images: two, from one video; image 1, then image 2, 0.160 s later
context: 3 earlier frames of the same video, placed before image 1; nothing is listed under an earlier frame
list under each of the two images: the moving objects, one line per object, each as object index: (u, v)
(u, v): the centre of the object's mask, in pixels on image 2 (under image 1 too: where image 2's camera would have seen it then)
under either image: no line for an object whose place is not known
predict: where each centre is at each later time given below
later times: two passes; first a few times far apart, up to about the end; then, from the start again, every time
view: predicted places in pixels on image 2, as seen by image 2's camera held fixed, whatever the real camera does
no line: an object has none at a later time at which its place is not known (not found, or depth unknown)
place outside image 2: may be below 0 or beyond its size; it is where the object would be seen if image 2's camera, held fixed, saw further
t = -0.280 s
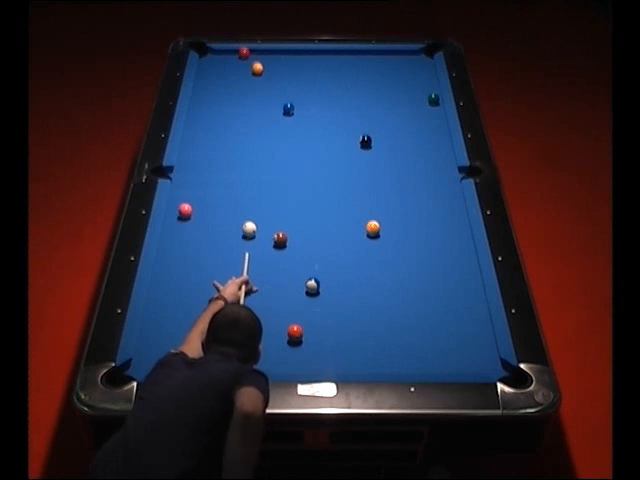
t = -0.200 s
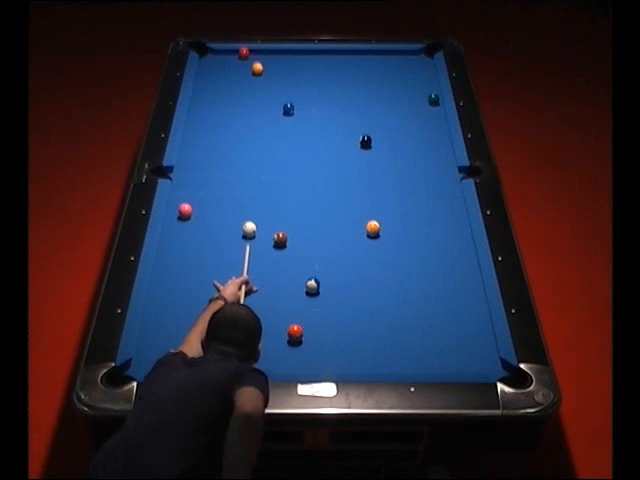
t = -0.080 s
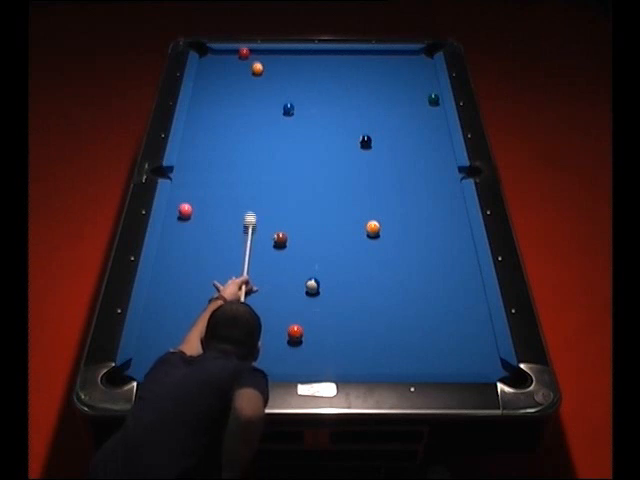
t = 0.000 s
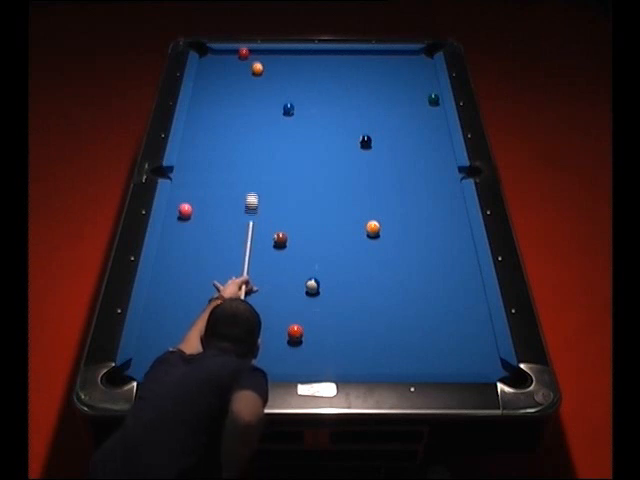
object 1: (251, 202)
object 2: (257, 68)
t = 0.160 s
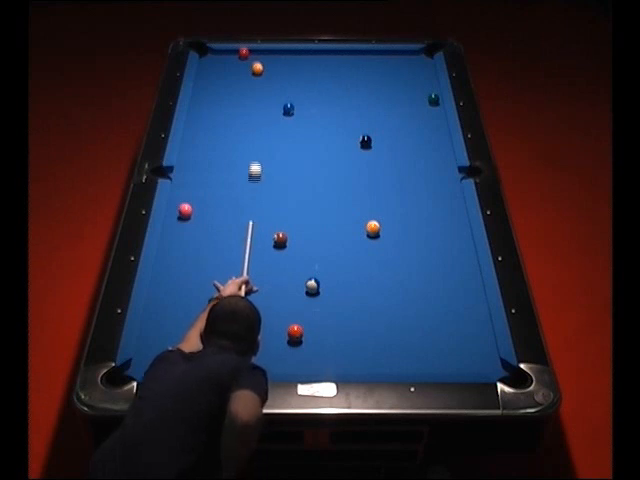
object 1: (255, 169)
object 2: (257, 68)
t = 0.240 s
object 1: (256, 155)
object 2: (257, 68)
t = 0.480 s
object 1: (260, 117)
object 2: (257, 68)
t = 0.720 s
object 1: (264, 83)
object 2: (257, 68)
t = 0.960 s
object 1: (282, 61)
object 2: (242, 62)
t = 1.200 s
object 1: (302, 56)
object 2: (223, 53)
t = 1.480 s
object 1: (322, 68)
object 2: (206, 55)
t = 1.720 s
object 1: (339, 77)
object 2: (208, 59)
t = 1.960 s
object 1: (357, 87)
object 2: (213, 62)
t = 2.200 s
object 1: (373, 96)
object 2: (219, 65)
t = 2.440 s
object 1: (390, 106)
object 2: (224, 68)
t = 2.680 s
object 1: (407, 116)
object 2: (228, 70)
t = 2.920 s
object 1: (424, 125)
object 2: (232, 73)
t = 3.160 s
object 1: (440, 135)
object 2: (235, 74)
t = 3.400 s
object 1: (440, 142)
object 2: (237, 76)
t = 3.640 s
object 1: (434, 149)
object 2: (239, 77)
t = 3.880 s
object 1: (427, 156)
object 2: (241, 78)
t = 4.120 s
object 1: (422, 162)
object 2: (242, 78)
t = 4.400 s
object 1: (415, 169)
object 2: (242, 79)
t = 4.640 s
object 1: (410, 175)
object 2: (242, 79)
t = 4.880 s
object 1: (405, 180)
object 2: (242, 79)
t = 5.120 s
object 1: (400, 185)
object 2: (242, 79)
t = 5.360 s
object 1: (396, 189)
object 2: (242, 79)
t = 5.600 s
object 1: (393, 193)
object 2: (242, 79)
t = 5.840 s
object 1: (390, 196)
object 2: (242, 79)
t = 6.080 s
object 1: (387, 199)
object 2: (242, 79)
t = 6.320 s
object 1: (385, 201)
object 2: (242, 79)
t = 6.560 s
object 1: (384, 203)
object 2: (242, 79)
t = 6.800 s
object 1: (383, 205)
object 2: (242, 79)
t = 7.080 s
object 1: (381, 206)
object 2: (242, 79)
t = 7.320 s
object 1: (381, 206)
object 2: (242, 79)
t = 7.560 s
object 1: (381, 206)
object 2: (242, 79)
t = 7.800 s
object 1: (381, 206)
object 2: (242, 79)
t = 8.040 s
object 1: (381, 206)
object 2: (242, 78)
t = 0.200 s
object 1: (256, 162)
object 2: (257, 68)
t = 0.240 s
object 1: (256, 155)
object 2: (257, 68)
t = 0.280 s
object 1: (257, 149)
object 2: (257, 68)
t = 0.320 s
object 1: (257, 142)
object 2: (257, 68)
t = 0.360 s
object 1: (258, 135)
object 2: (257, 68)
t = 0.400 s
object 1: (259, 129)
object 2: (257, 68)
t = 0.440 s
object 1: (260, 123)
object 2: (257, 68)
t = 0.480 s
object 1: (260, 117)
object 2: (257, 68)
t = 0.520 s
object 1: (261, 111)
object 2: (257, 69)
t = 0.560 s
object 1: (261, 105)
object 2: (257, 69)
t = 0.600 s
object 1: (262, 99)
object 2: (257, 68)
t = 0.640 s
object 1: (262, 94)
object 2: (257, 68)
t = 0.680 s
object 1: (263, 89)
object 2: (257, 68)
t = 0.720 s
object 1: (264, 83)
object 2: (257, 68)
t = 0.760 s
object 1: (264, 78)
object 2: (257, 68)
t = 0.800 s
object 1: (265, 74)
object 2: (256, 68)
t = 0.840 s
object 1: (268, 70)
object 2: (254, 67)
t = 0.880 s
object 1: (273, 67)
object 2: (249, 65)
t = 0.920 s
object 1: (278, 64)
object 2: (246, 63)
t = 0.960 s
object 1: (282, 61)
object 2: (242, 62)
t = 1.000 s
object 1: (285, 58)
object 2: (239, 60)
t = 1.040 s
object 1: (290, 55)
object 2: (236, 58)
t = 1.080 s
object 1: (293, 52)
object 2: (233, 57)
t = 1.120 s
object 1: (297, 52)
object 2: (230, 56)
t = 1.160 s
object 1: (299, 54)
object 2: (226, 54)
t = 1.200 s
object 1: (302, 56)
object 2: (223, 53)
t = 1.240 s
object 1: (305, 57)
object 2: (221, 53)
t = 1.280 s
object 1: (308, 59)
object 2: (218, 53)
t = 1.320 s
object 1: (311, 61)
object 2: (215, 53)
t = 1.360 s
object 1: (314, 62)
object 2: (213, 54)
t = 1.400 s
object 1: (317, 64)
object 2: (211, 55)
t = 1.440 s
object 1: (319, 66)
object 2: (208, 55)
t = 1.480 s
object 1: (322, 68)
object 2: (206, 55)
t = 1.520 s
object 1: (325, 69)
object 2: (204, 56)
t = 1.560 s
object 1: (328, 71)
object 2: (204, 57)
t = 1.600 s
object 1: (331, 72)
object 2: (205, 58)
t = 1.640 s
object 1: (334, 74)
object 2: (206, 58)
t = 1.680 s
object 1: (337, 76)
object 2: (207, 59)
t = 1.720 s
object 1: (339, 77)
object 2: (208, 59)
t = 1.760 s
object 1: (342, 79)
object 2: (208, 60)
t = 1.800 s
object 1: (345, 80)
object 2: (210, 60)
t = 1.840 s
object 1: (348, 82)
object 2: (210, 61)
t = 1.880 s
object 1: (351, 84)
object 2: (211, 61)
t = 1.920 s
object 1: (353, 85)
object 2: (212, 61)
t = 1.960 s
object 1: (357, 87)
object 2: (213, 62)
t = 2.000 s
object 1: (359, 89)
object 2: (213, 62)
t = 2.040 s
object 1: (362, 90)
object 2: (214, 62)
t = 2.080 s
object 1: (365, 92)
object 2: (215, 63)
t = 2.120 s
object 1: (368, 93)
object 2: (216, 63)
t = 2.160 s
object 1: (371, 95)
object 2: (218, 65)
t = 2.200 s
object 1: (373, 96)
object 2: (219, 65)
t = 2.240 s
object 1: (376, 98)
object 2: (220, 66)
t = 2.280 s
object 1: (379, 100)
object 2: (221, 66)
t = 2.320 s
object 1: (382, 102)
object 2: (222, 67)
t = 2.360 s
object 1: (385, 103)
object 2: (222, 67)
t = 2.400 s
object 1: (388, 105)
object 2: (223, 68)
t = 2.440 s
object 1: (390, 106)
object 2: (224, 68)
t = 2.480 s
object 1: (393, 108)
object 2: (224, 69)
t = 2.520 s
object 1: (396, 109)
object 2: (225, 69)
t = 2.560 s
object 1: (399, 111)
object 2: (226, 69)
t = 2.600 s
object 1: (402, 113)
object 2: (227, 70)
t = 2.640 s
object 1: (404, 114)
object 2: (227, 70)
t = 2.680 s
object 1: (407, 116)
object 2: (228, 70)
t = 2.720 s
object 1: (410, 117)
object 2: (229, 71)
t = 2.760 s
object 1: (413, 119)
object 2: (229, 71)
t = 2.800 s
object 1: (415, 120)
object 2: (230, 72)
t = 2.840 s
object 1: (418, 122)
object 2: (231, 72)
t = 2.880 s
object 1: (421, 124)
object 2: (231, 72)
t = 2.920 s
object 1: (424, 125)
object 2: (232, 73)
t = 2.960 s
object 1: (426, 127)
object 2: (232, 73)
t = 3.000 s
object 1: (429, 128)
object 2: (233, 73)
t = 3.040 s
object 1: (433, 130)
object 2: (233, 74)
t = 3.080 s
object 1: (435, 131)
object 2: (234, 74)
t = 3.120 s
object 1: (438, 133)
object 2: (234, 74)
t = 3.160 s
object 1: (440, 135)
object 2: (235, 74)
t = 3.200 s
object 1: (443, 136)
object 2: (235, 75)
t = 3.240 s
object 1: (444, 138)
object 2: (236, 75)
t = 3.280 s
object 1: (443, 139)
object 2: (236, 75)
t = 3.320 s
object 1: (442, 140)
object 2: (236, 75)
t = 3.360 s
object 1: (441, 141)
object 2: (237, 76)
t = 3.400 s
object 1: (440, 142)
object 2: (237, 76)
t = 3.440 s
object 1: (439, 143)
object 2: (238, 76)
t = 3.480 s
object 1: (438, 144)
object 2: (238, 76)
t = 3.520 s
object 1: (437, 146)
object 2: (238, 76)
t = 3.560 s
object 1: (436, 147)
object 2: (238, 77)
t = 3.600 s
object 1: (434, 148)
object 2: (239, 77)
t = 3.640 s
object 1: (434, 149)
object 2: (239, 77)
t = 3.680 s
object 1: (433, 150)
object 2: (240, 77)
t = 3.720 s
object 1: (432, 152)
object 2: (240, 77)
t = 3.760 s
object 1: (430, 153)
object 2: (240, 78)
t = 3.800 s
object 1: (430, 154)
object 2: (240, 78)
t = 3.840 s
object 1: (429, 155)
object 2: (241, 78)
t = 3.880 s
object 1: (427, 156)
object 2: (241, 78)
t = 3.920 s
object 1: (427, 157)
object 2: (241, 78)
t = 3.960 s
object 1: (426, 158)
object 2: (241, 78)
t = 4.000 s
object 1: (425, 159)
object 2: (241, 78)
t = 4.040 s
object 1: (424, 160)
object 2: (241, 78)
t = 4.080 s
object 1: (423, 161)
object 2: (241, 78)
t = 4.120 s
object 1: (422, 162)
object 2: (242, 78)
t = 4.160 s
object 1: (421, 163)
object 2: (242, 78)
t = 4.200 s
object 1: (420, 164)
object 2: (242, 78)
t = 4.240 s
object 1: (419, 166)
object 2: (242, 78)
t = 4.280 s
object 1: (418, 166)
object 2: (242, 79)
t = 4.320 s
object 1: (417, 167)
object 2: (242, 79)
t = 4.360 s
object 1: (416, 168)
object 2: (242, 79)
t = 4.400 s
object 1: (415, 169)
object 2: (242, 79)
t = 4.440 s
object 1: (414, 170)
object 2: (242, 79)
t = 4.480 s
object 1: (413, 171)
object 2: (242, 79)
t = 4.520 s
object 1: (412, 172)
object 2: (242, 79)
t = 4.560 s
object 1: (412, 173)
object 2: (242, 79)
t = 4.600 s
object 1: (411, 174)
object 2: (242, 79)
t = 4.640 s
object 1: (410, 175)
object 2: (242, 79)
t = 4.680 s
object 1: (409, 176)
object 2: (242, 79)
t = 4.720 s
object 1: (408, 176)
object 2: (242, 79)
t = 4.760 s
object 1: (407, 177)
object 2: (242, 79)
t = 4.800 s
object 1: (406, 178)
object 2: (242, 79)
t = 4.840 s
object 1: (406, 179)
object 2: (242, 79)
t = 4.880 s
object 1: (405, 180)
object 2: (242, 79)
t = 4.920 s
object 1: (404, 181)
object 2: (242, 79)
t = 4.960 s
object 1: (403, 181)
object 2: (242, 79)
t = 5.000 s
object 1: (403, 182)
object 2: (242, 79)
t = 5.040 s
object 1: (402, 183)
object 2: (242, 79)
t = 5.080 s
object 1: (401, 184)
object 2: (242, 79)
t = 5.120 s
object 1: (400, 185)
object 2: (242, 79)
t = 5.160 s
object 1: (400, 185)
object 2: (242, 79)
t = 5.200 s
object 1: (399, 186)
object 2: (242, 79)
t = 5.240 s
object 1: (398, 187)
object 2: (242, 79)
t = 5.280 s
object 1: (398, 187)
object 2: (242, 79)
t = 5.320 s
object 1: (397, 188)
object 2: (242, 79)
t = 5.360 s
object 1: (396, 189)
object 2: (242, 79)
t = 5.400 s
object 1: (396, 189)
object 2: (242, 79)
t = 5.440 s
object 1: (395, 190)
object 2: (242, 79)
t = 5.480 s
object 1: (395, 191)
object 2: (242, 79)
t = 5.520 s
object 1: (394, 191)
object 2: (242, 79)
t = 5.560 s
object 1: (393, 192)
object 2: (242, 79)
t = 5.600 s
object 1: (393, 193)
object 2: (242, 79)
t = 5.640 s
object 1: (392, 194)
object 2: (242, 79)
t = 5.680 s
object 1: (392, 194)
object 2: (242, 79)
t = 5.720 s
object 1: (391, 195)
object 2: (242, 79)
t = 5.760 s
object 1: (391, 195)
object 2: (242, 79)
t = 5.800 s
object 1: (391, 196)
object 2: (242, 79)
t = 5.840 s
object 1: (390, 196)
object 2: (242, 79)
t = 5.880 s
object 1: (390, 197)
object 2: (242, 79)
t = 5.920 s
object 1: (389, 197)
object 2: (242, 79)
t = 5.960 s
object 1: (389, 198)
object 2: (242, 79)
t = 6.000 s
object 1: (388, 198)
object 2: (242, 79)
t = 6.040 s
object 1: (388, 199)
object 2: (242, 79)
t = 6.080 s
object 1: (387, 199)
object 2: (242, 79)
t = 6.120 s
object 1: (387, 200)
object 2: (242, 79)
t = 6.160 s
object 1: (386, 200)
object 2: (242, 79)
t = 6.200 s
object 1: (386, 200)
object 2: (242, 79)
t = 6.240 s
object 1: (386, 201)
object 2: (242, 79)
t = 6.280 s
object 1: (385, 201)
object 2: (242, 79)
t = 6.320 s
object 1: (385, 201)
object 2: (242, 79)
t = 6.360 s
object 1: (385, 202)
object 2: (242, 79)
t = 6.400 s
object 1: (385, 202)
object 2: (242, 79)
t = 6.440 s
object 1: (385, 203)
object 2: (242, 79)
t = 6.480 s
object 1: (384, 203)
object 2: (242, 79)
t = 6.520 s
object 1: (384, 203)
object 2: (242, 79)
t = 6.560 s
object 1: (384, 203)
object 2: (242, 79)
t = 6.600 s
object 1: (383, 204)
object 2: (242, 79)
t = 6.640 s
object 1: (383, 204)
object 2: (242, 79)
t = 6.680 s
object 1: (383, 204)
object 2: (242, 79)
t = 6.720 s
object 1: (383, 205)
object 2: (242, 79)
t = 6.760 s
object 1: (383, 205)
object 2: (242, 79)
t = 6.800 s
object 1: (383, 205)
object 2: (242, 79)
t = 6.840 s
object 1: (383, 205)
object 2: (242, 79)
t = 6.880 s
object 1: (382, 205)
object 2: (242, 79)
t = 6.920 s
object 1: (382, 205)
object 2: (242, 79)
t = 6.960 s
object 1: (382, 205)
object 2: (242, 79)
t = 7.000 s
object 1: (382, 205)
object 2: (242, 79)
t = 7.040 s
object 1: (382, 205)
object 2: (242, 79)
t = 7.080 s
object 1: (381, 206)
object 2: (242, 79)
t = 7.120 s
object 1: (381, 206)
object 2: (242, 79)
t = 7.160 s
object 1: (381, 206)
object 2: (242, 79)
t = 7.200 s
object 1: (381, 206)
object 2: (242, 79)
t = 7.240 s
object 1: (381, 206)
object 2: (242, 79)
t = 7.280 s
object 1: (381, 206)
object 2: (242, 79)
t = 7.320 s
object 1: (381, 206)
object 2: (242, 79)
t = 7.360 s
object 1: (381, 206)
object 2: (242, 79)
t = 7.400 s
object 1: (381, 206)
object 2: (242, 79)
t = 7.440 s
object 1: (381, 206)
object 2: (242, 79)
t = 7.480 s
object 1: (381, 206)
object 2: (242, 79)
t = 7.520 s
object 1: (381, 206)
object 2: (242, 79)
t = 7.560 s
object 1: (381, 206)
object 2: (242, 79)
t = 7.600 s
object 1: (381, 206)
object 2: (242, 79)
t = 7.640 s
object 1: (381, 206)
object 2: (242, 79)
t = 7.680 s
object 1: (381, 206)
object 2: (242, 79)
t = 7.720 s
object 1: (381, 206)
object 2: (242, 79)
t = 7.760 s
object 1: (381, 206)
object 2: (242, 79)
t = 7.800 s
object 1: (381, 206)
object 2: (242, 79)
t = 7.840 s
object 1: (381, 206)
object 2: (242, 79)
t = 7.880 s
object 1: (381, 206)
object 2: (242, 79)
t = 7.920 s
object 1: (381, 206)
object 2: (242, 79)
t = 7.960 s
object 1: (381, 206)
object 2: (242, 78)
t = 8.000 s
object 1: (381, 206)
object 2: (242, 78)
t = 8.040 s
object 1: (381, 206)
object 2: (242, 78)
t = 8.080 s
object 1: (381, 206)
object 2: (242, 79)
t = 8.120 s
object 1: (381, 206)
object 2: (242, 78)
